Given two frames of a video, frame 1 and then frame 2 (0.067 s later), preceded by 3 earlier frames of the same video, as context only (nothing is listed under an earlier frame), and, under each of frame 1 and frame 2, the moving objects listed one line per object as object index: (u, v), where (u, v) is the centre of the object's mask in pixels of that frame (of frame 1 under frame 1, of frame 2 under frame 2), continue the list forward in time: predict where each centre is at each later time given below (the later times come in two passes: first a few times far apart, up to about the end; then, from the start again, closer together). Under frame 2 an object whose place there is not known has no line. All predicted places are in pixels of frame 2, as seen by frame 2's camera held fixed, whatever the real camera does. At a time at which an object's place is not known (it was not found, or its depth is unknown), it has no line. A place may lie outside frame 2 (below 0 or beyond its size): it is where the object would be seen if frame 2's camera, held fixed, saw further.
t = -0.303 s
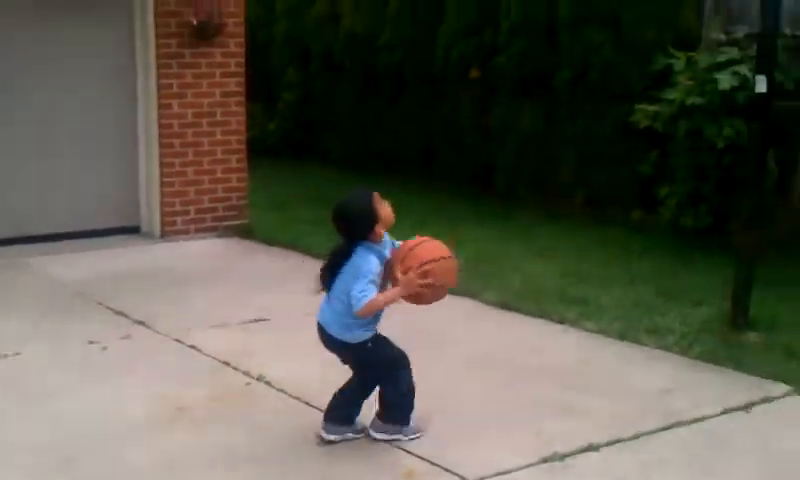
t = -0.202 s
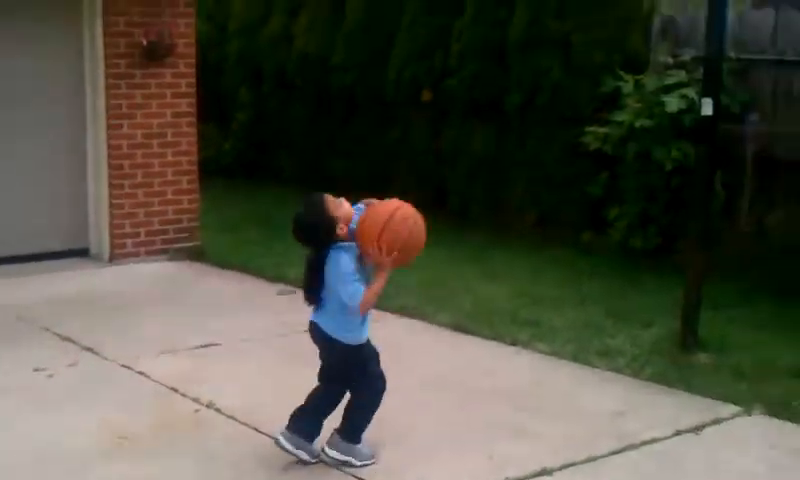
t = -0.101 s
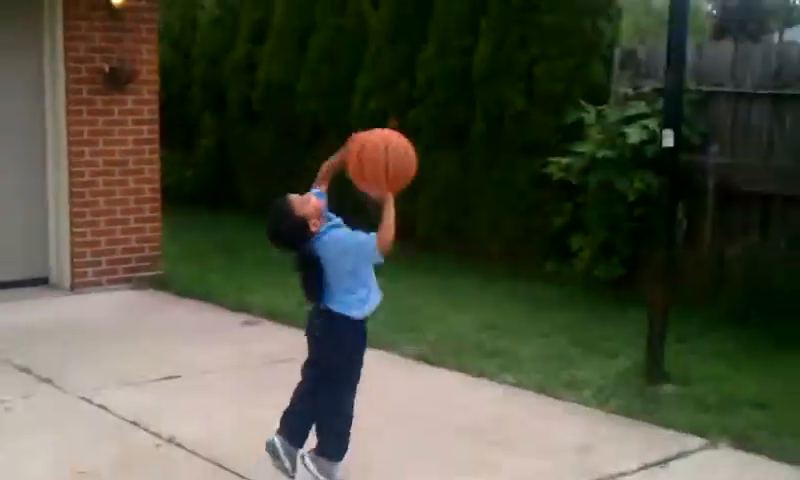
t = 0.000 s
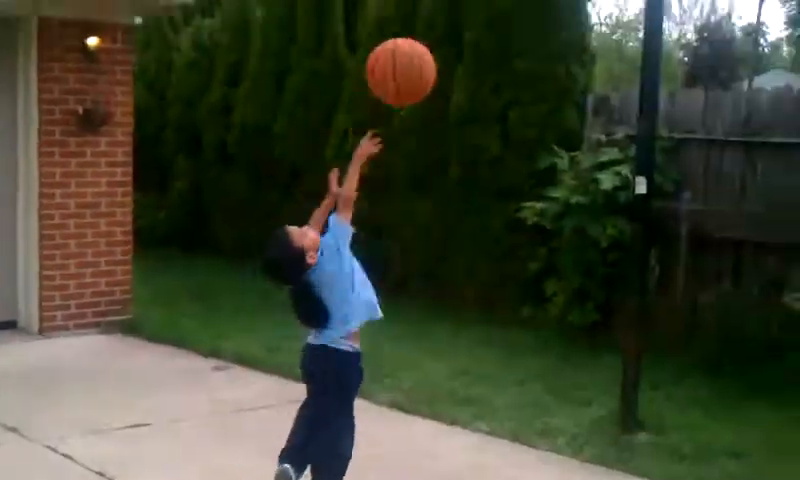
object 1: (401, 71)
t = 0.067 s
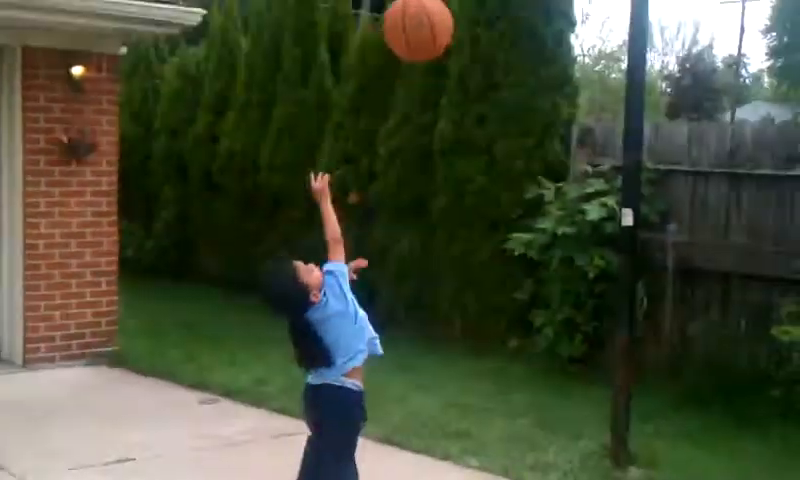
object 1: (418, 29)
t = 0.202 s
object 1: (479, -66)
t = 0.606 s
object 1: (534, 52)
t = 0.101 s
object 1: (429, 1)
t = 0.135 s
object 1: (447, -21)
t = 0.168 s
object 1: (465, -44)
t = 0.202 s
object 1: (479, -66)
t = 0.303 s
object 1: (515, -107)
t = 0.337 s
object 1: (517, -111)
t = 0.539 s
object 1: (530, -18)
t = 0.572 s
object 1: (533, 15)
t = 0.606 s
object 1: (534, 52)
